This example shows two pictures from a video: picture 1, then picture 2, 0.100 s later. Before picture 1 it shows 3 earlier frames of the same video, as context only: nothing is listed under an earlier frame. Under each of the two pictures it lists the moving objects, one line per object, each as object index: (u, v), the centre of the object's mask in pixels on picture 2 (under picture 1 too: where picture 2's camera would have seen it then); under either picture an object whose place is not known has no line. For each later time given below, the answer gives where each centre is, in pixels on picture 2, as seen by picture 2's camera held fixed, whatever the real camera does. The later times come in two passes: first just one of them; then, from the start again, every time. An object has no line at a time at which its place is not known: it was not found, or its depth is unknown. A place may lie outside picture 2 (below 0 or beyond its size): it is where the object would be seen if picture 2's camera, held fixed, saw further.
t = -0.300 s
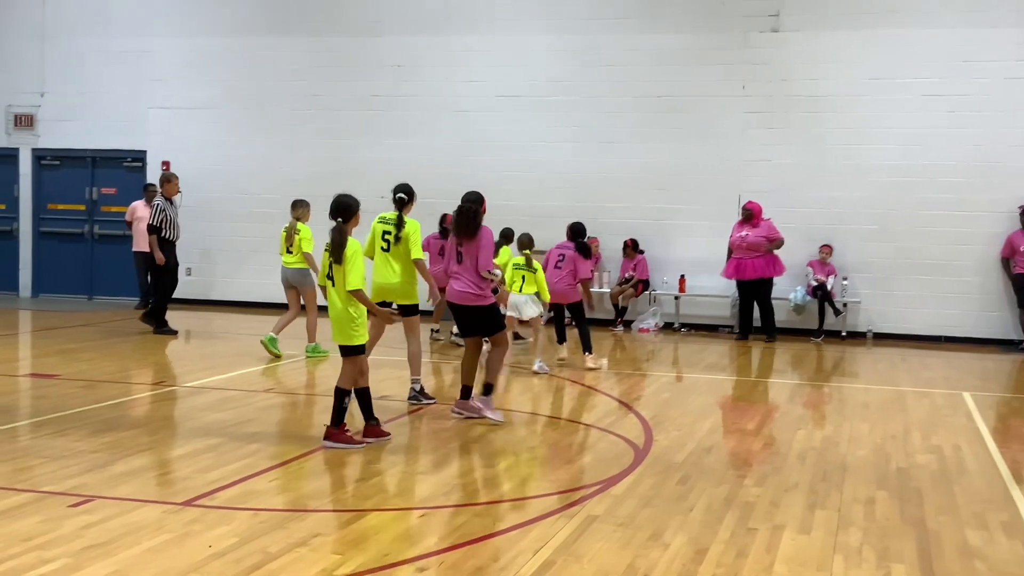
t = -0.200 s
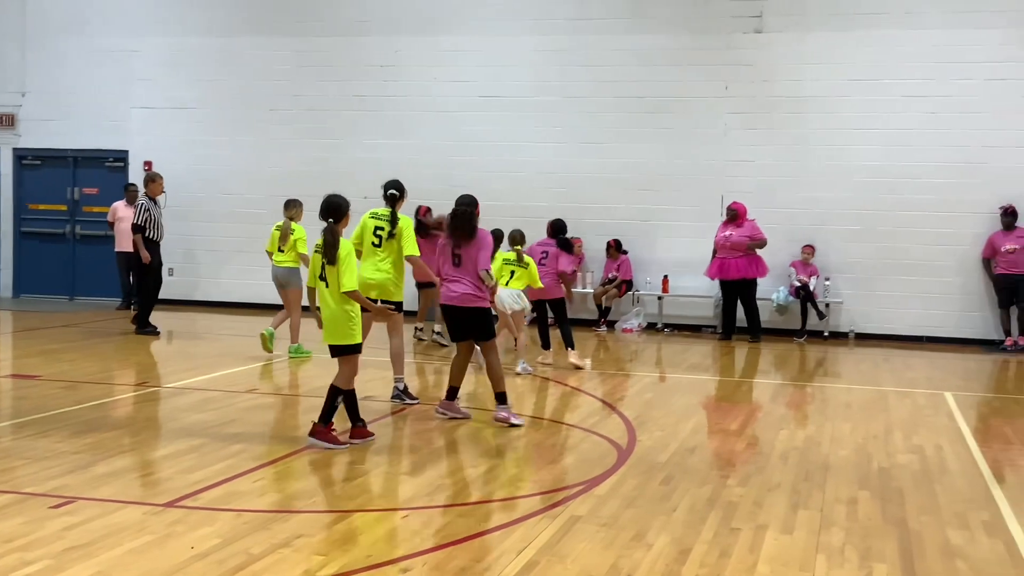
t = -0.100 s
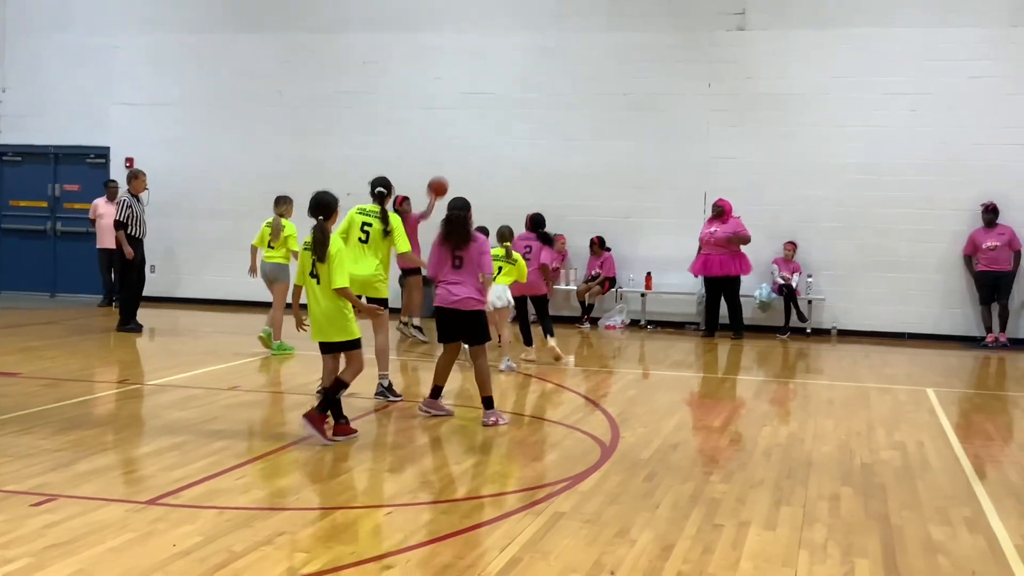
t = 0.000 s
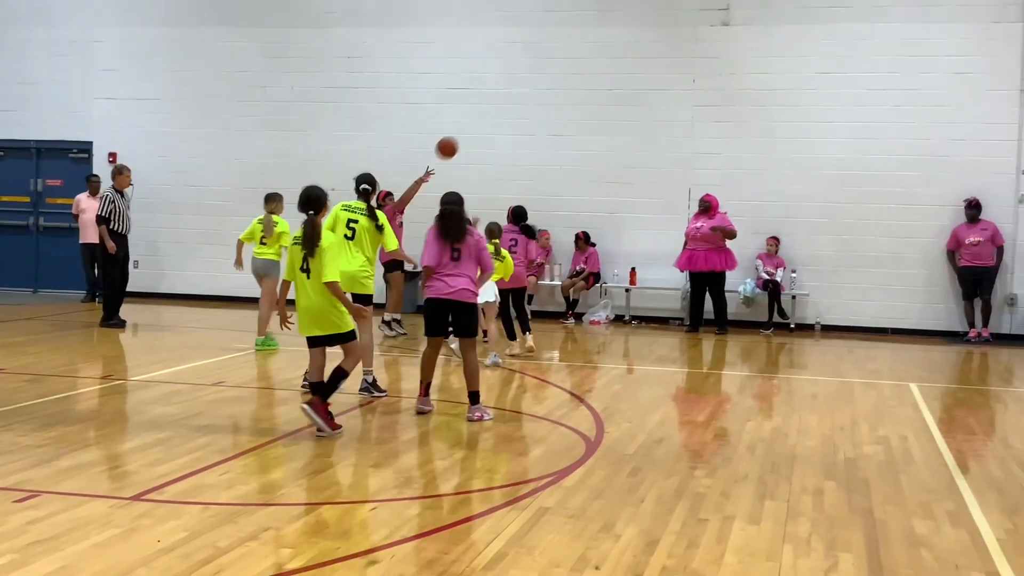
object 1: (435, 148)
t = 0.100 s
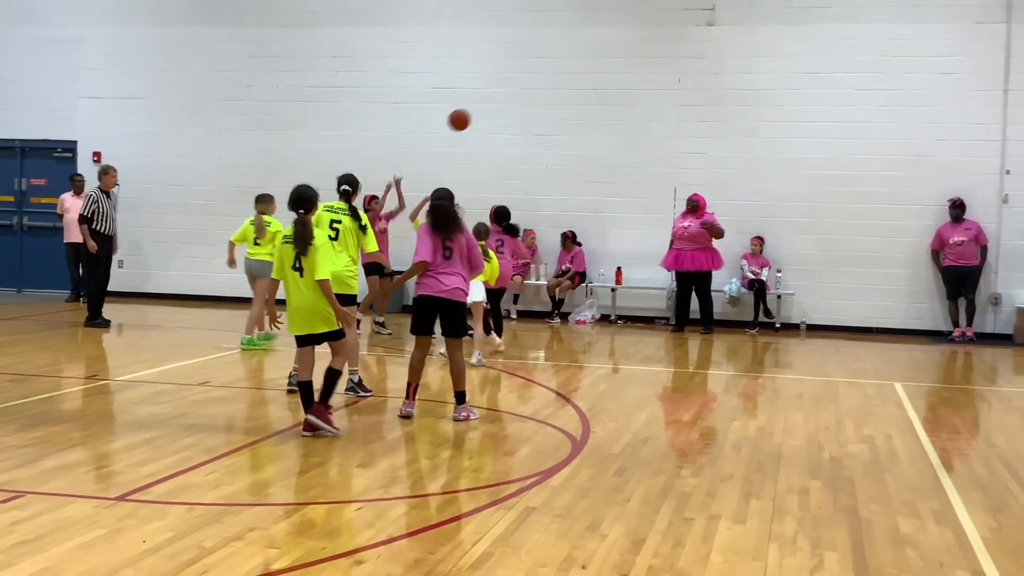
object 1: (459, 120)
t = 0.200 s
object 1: (482, 100)
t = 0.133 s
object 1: (467, 112)
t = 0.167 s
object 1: (474, 106)
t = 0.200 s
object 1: (482, 100)
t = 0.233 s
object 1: (490, 96)
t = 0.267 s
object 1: (497, 93)
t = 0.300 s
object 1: (505, 90)
